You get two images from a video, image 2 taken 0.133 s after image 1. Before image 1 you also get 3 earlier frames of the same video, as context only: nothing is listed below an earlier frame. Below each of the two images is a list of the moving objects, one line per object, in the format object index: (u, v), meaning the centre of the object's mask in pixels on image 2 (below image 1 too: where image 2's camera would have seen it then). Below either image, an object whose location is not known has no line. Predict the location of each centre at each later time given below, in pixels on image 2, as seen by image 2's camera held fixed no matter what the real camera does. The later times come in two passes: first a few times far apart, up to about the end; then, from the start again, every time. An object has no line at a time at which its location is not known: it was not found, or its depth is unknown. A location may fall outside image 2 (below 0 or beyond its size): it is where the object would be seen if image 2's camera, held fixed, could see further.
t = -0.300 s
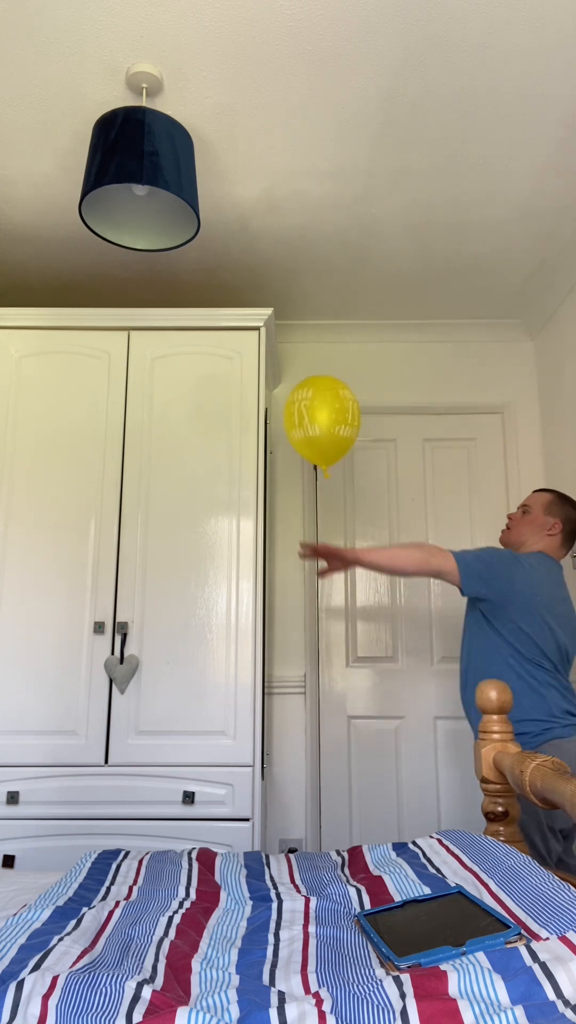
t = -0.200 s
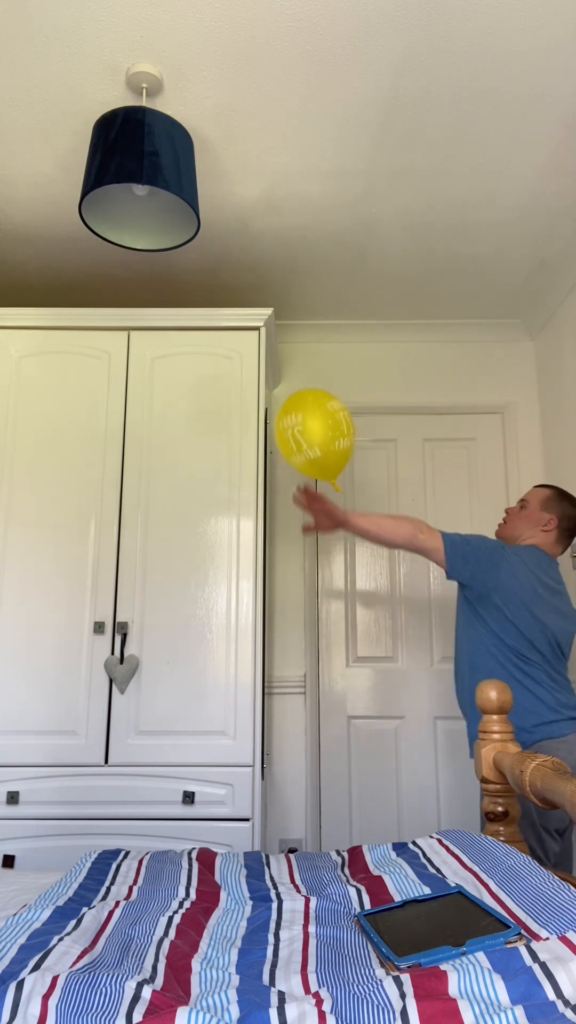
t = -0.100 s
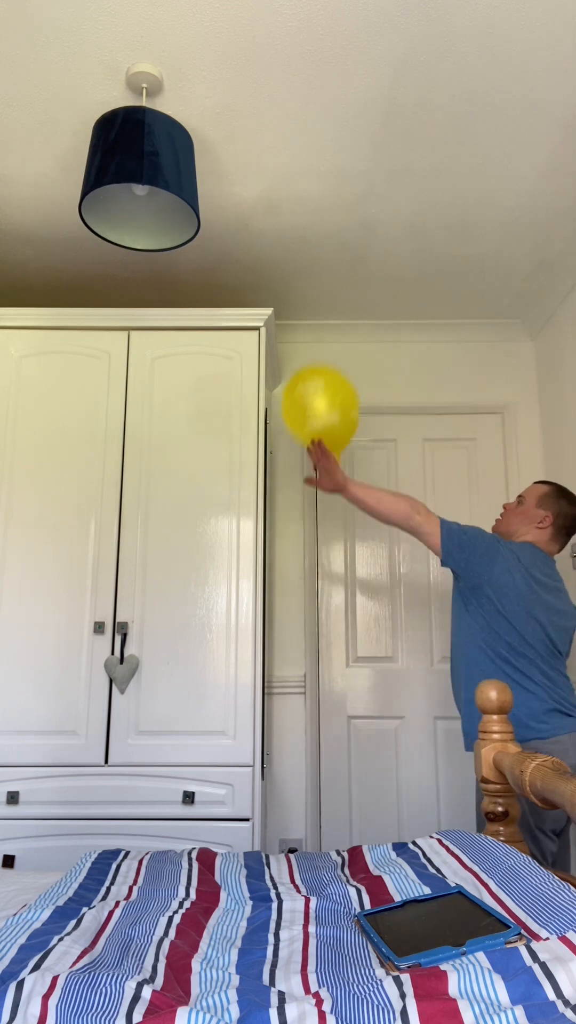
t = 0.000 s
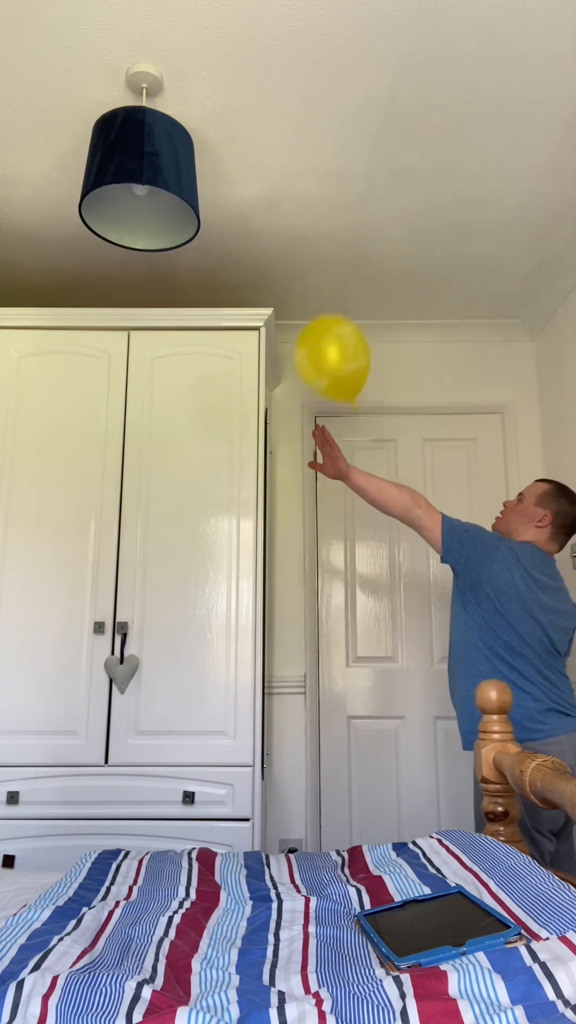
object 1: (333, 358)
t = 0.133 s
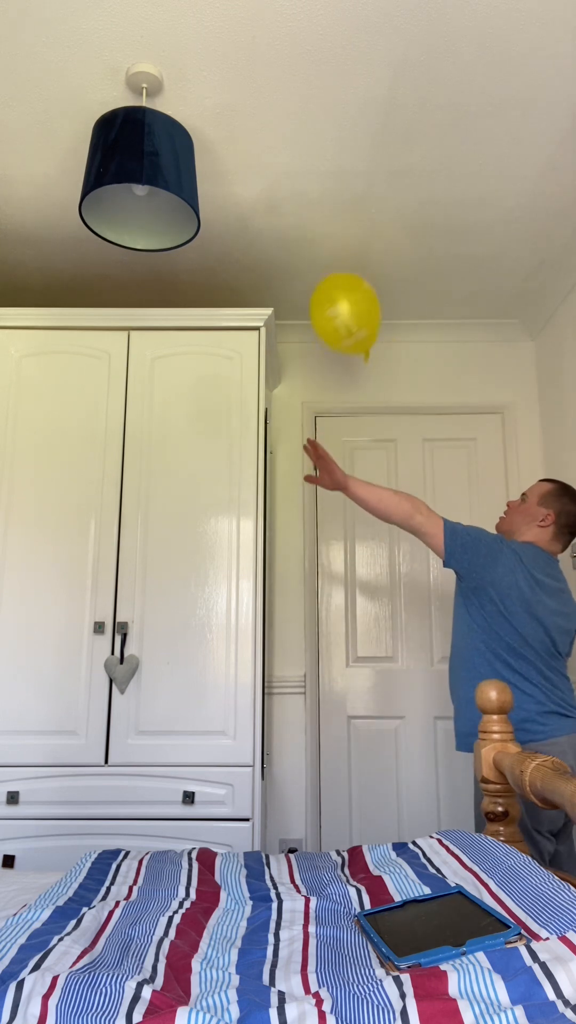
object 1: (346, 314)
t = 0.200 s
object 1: (350, 300)
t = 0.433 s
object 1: (361, 301)
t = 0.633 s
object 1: (372, 344)
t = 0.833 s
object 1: (382, 396)
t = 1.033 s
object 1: (390, 459)
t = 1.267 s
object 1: (393, 544)
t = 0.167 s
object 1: (348, 306)
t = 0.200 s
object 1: (350, 300)
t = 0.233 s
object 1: (352, 295)
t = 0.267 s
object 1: (354, 290)
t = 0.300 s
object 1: (355, 286)
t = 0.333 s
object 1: (357, 284)
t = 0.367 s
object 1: (358, 288)
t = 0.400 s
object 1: (359, 294)
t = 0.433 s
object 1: (361, 301)
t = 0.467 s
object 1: (363, 307)
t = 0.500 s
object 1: (365, 315)
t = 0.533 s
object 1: (366, 322)
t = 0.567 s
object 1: (369, 329)
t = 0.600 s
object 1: (370, 336)
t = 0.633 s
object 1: (372, 344)
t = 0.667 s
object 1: (374, 352)
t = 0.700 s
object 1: (376, 360)
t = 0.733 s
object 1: (377, 369)
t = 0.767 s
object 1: (379, 378)
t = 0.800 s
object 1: (381, 386)
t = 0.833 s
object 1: (382, 396)
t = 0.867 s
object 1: (384, 405)
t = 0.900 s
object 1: (385, 415)
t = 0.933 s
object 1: (386, 426)
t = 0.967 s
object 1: (388, 437)
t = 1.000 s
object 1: (389, 448)
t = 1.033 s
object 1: (390, 459)
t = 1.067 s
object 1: (390, 471)
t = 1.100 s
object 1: (391, 483)
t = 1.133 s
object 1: (392, 495)
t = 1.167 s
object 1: (392, 507)
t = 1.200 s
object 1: (393, 519)
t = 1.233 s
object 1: (393, 531)
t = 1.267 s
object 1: (393, 544)
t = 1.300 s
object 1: (392, 557)
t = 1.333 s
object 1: (391, 570)
